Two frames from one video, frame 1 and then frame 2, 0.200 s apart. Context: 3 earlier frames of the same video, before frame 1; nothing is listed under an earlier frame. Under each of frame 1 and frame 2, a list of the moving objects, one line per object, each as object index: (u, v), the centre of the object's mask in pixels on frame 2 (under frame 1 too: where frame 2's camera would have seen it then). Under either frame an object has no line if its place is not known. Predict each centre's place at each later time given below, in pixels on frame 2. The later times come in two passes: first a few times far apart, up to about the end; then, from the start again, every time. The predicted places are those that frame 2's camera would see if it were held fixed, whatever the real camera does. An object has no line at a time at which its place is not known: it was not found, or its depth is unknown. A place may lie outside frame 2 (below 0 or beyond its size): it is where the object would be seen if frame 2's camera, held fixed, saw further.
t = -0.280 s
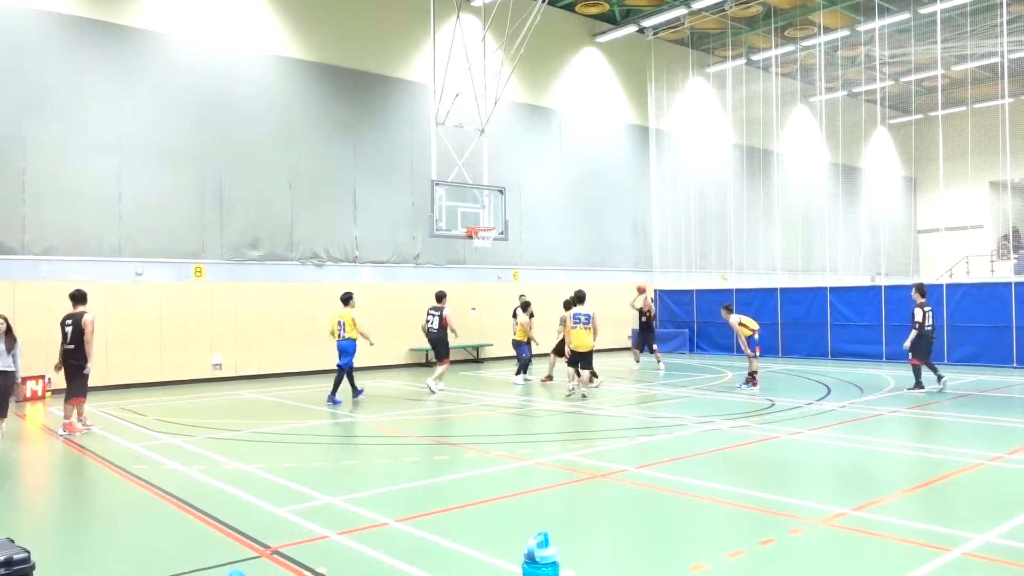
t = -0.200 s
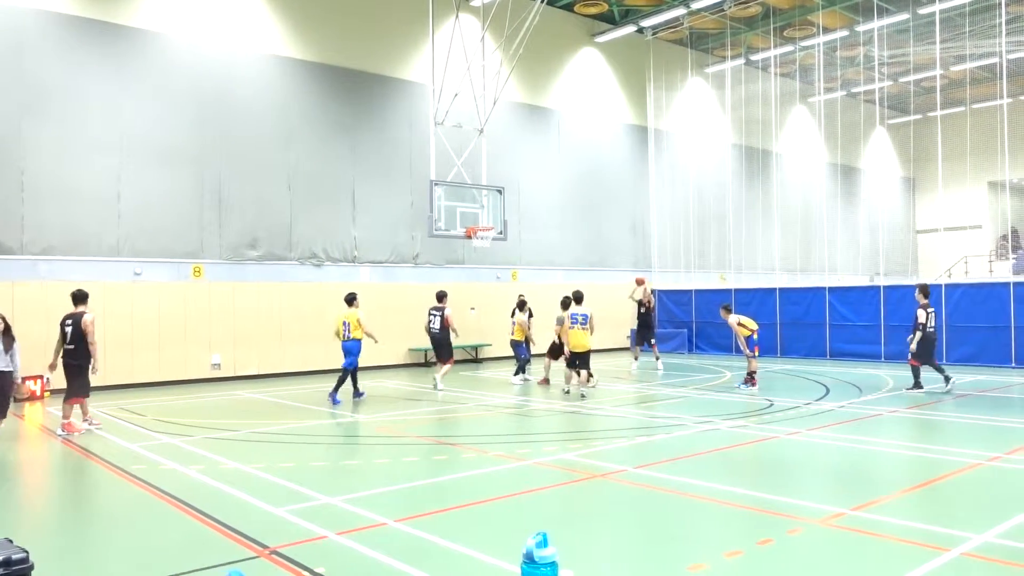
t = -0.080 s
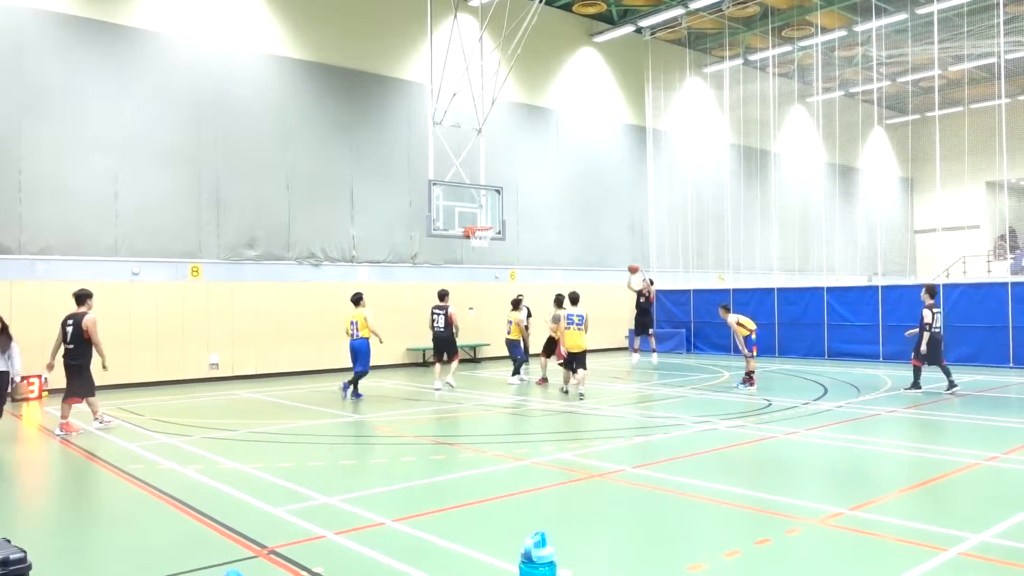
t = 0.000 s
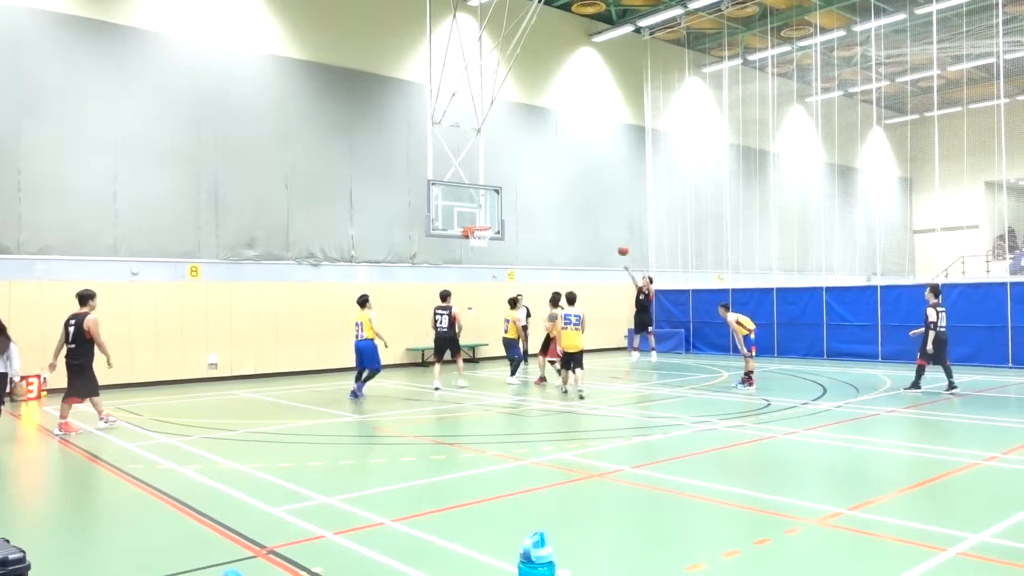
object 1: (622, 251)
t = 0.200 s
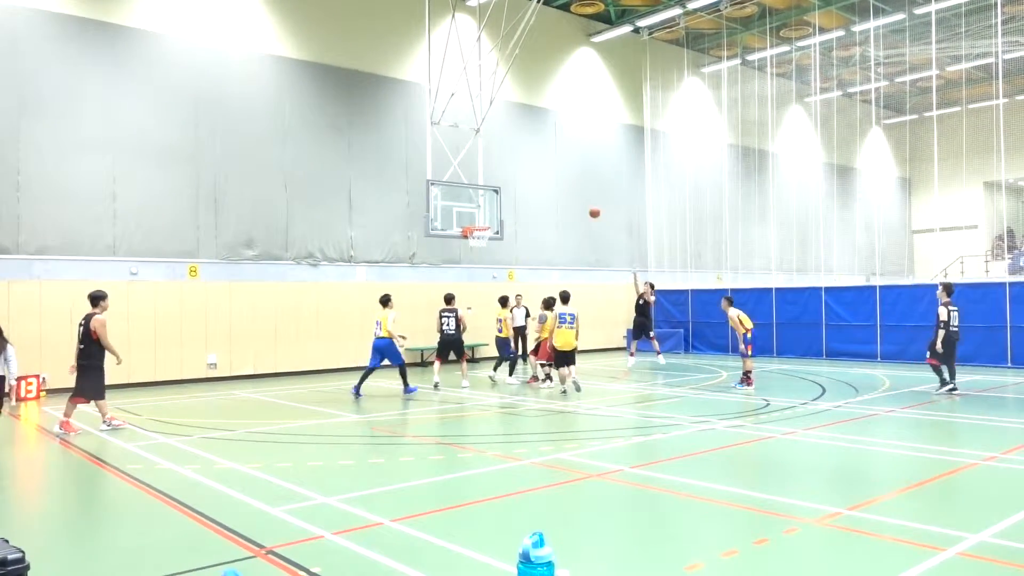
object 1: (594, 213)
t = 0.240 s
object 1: (589, 208)
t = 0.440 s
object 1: (560, 190)
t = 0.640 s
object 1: (531, 190)
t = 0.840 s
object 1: (501, 209)
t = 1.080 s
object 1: (471, 219)
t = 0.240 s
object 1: (589, 208)
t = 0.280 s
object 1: (583, 203)
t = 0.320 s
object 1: (577, 198)
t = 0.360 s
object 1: (572, 195)
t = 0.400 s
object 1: (566, 192)
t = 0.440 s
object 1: (560, 190)
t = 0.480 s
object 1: (555, 188)
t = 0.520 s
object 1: (549, 187)
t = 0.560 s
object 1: (543, 187)
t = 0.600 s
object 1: (537, 188)
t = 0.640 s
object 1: (531, 190)
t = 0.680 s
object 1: (525, 192)
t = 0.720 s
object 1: (519, 195)
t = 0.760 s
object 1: (513, 199)
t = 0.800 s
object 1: (508, 203)
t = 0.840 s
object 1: (501, 209)
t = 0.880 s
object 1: (495, 215)
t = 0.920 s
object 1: (490, 222)
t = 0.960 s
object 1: (485, 220)
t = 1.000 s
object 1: (480, 219)
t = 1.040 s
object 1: (475, 219)
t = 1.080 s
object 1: (471, 219)
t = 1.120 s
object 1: (466, 220)
